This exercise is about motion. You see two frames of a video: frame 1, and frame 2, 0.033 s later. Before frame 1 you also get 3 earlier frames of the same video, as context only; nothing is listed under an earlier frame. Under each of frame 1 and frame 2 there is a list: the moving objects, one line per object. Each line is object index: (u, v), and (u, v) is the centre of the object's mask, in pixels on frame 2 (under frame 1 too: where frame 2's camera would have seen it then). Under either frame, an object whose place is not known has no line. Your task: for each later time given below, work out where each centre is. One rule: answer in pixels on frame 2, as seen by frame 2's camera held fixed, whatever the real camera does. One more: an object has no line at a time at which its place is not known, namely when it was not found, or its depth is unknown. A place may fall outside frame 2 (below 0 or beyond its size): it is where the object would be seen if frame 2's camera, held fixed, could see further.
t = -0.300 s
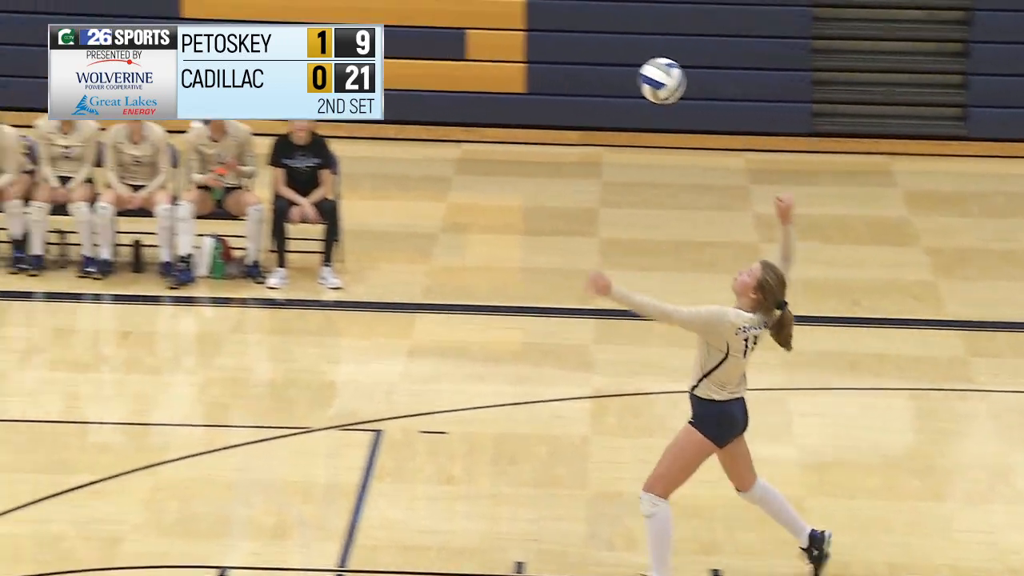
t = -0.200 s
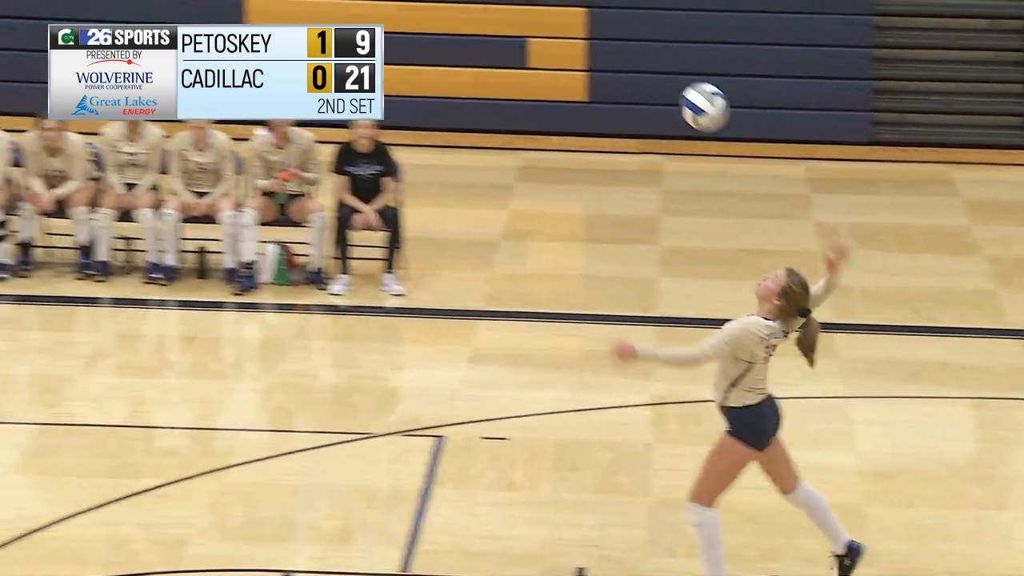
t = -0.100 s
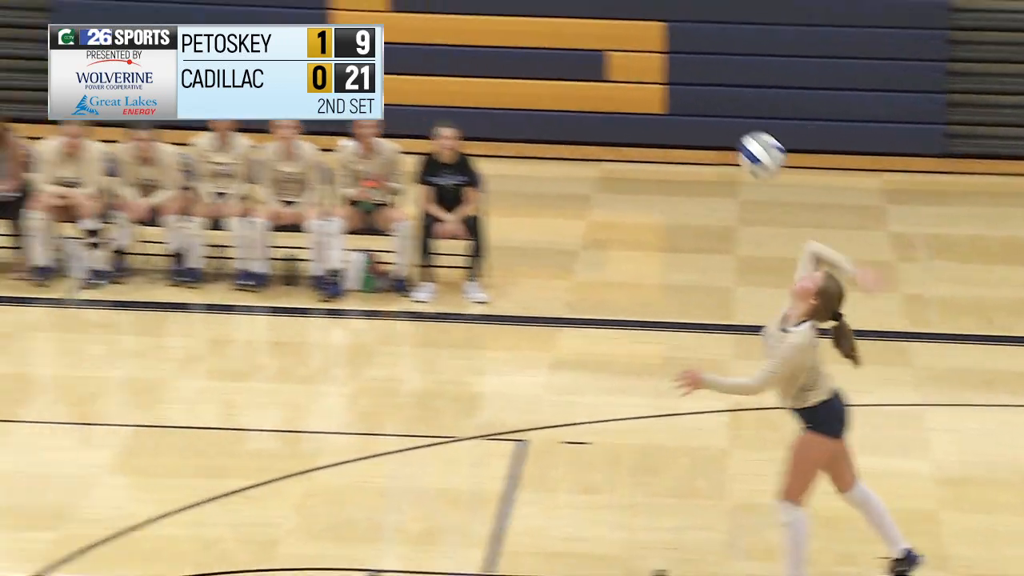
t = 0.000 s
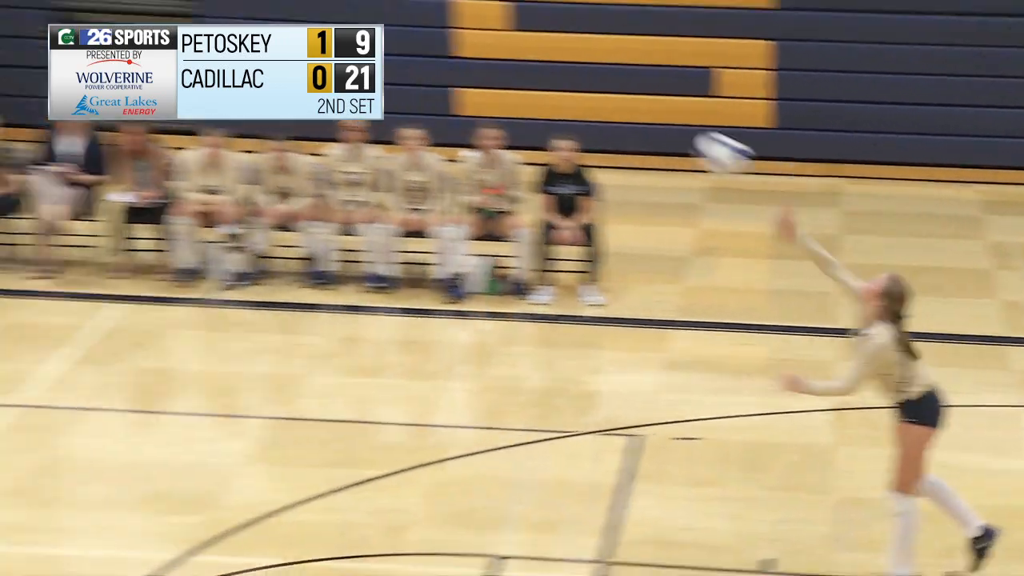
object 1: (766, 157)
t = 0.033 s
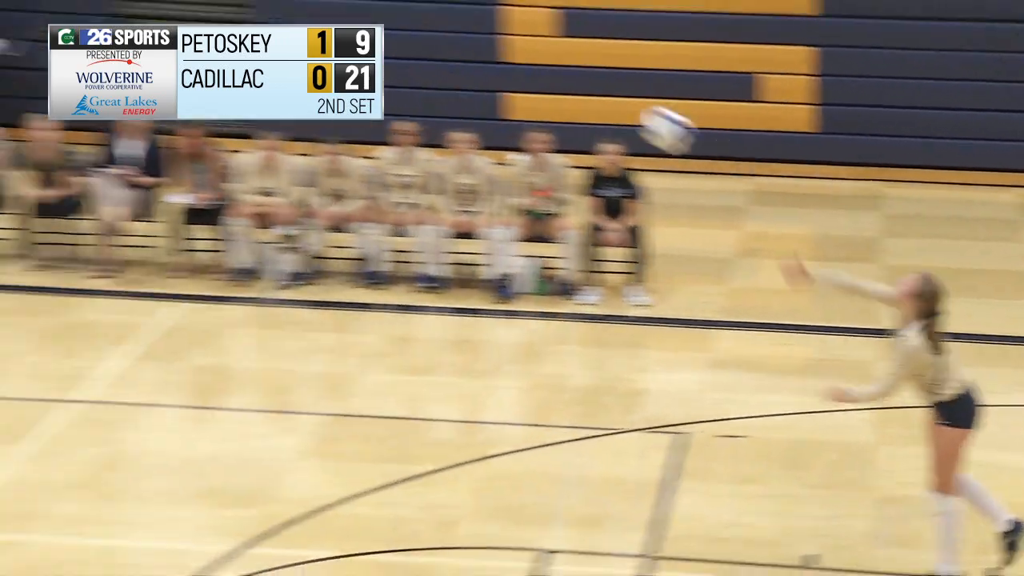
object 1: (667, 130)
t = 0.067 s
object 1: (567, 101)
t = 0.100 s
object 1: (471, 75)
